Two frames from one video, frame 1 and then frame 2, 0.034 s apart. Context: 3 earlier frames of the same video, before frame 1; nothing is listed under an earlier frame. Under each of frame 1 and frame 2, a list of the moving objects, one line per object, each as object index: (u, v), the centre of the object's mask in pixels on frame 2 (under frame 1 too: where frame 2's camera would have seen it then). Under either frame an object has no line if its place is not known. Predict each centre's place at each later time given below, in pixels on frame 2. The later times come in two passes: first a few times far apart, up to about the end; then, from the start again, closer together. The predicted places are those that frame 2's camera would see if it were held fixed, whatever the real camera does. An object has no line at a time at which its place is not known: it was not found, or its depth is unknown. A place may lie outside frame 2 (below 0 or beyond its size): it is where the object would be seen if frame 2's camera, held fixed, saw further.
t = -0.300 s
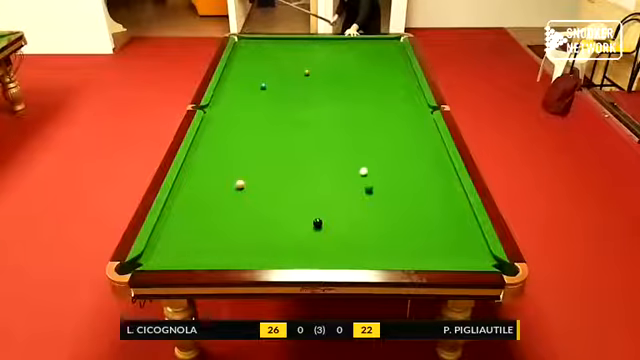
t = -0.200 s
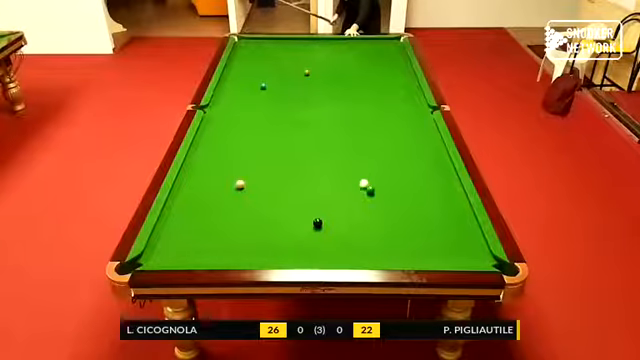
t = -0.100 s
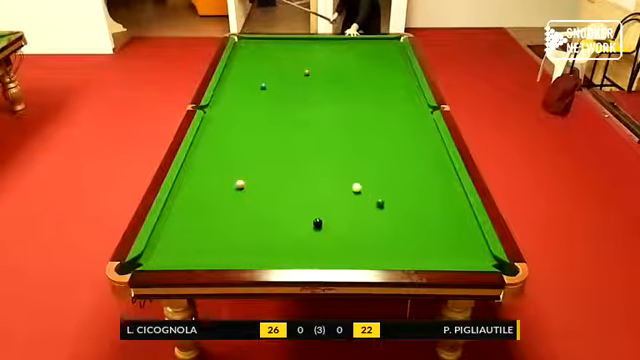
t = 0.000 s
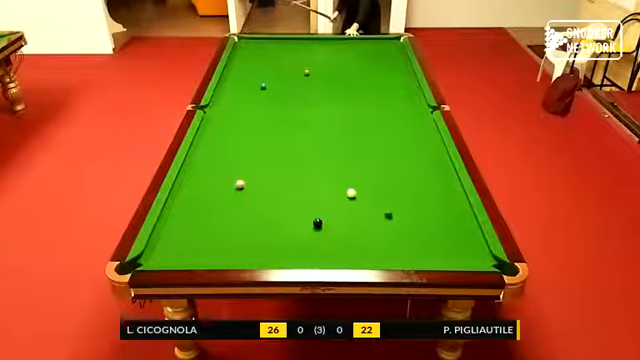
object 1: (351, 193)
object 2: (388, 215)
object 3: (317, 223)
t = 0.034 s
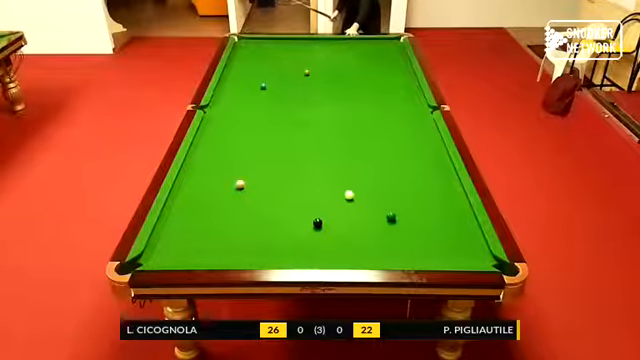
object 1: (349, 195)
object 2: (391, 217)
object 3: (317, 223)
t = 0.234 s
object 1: (337, 206)
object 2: (408, 239)
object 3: (317, 223)
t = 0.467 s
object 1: (325, 219)
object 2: (427, 256)
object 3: (315, 224)
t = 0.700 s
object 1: (324, 225)
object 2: (431, 237)
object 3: (302, 232)
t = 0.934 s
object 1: (323, 230)
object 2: (434, 220)
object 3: (289, 240)
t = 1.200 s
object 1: (323, 236)
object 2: (438, 203)
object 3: (276, 248)
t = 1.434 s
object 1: (323, 240)
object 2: (442, 189)
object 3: (264, 255)
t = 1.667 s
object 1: (323, 243)
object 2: (445, 179)
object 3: (254, 256)
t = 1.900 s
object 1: (323, 246)
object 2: (447, 168)
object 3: (248, 253)
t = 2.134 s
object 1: (323, 249)
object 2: (447, 161)
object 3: (242, 250)
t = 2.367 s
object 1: (323, 251)
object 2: (439, 152)
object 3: (238, 247)
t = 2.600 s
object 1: (322, 252)
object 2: (435, 147)
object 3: (234, 245)
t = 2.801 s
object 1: (322, 253)
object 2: (430, 140)
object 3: (230, 243)
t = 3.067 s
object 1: (322, 253)
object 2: (425, 135)
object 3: (227, 242)
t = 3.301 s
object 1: (322, 253)
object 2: (422, 129)
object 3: (225, 241)
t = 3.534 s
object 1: (321, 253)
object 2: (419, 125)
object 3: (224, 241)
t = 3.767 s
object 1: (321, 253)
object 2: (417, 121)
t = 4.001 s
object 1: (321, 253)
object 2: (414, 118)
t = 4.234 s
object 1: (321, 252)
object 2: (412, 115)
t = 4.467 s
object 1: (322, 252)
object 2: (411, 112)
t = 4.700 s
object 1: (321, 253)
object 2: (409, 110)
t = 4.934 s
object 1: (321, 253)
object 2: (408, 109)
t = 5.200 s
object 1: (321, 253)
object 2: (408, 107)
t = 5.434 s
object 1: (321, 253)
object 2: (407, 106)
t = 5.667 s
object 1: (321, 253)
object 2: (407, 106)
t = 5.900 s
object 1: (322, 253)
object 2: (407, 105)
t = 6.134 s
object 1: (321, 253)
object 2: (406, 105)
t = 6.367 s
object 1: (321, 253)
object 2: (406, 105)
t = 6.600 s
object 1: (321, 253)
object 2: (406, 105)
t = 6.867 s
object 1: (321, 253)
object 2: (406, 105)
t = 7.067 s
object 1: (321, 253)
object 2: (406, 105)
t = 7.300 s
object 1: (321, 253)
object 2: (406, 105)
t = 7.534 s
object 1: (321, 253)
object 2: (406, 105)
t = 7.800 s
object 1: (321, 253)
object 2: (406, 105)
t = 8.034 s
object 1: (321, 253)
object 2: (406, 105)
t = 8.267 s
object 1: (321, 253)
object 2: (406, 105)
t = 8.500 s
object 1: (321, 253)
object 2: (406, 105)
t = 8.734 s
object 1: (322, 253)
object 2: (406, 105)
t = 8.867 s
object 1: (322, 253)
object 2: (406, 105)
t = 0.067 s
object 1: (347, 197)
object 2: (394, 220)
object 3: (317, 223)
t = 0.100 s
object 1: (345, 199)
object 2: (396, 224)
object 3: (317, 223)
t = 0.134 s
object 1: (343, 201)
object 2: (399, 228)
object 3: (317, 223)
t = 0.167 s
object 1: (341, 202)
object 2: (402, 231)
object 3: (317, 223)
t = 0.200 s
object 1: (339, 204)
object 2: (405, 235)
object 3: (317, 223)
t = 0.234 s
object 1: (337, 206)
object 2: (408, 239)
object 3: (317, 223)
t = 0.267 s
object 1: (335, 208)
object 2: (411, 243)
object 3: (317, 223)
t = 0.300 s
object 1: (333, 210)
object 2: (415, 247)
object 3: (317, 223)
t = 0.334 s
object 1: (331, 212)
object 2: (417, 251)
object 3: (317, 223)
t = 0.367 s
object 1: (329, 215)
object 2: (420, 255)
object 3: (317, 223)
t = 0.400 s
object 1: (327, 217)
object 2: (423, 257)
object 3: (317, 223)
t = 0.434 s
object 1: (325, 218)
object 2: (426, 258)
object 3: (317, 223)
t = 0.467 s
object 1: (325, 219)
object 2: (427, 256)
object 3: (315, 224)
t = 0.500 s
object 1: (325, 220)
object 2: (427, 253)
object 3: (313, 225)
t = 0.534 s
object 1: (324, 221)
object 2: (428, 251)
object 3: (311, 226)
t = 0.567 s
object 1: (325, 222)
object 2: (428, 248)
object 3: (309, 228)
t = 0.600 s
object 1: (325, 223)
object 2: (429, 245)
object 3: (307, 229)
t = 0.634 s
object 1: (325, 224)
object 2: (430, 243)
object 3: (306, 230)
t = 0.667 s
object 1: (324, 224)
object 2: (430, 240)
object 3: (304, 231)
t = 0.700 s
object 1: (324, 225)
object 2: (431, 237)
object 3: (302, 232)
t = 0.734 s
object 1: (324, 226)
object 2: (431, 234)
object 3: (300, 233)
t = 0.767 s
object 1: (324, 227)
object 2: (432, 232)
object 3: (299, 234)
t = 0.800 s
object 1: (323, 227)
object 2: (432, 229)
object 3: (297, 235)
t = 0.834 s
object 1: (324, 228)
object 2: (433, 226)
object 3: (295, 236)
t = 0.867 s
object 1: (323, 229)
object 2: (433, 224)
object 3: (293, 237)
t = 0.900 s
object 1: (323, 230)
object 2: (434, 222)
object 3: (291, 238)
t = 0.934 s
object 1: (323, 230)
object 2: (434, 220)
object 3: (289, 240)
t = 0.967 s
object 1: (324, 231)
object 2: (434, 218)
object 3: (288, 241)
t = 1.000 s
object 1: (323, 232)
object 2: (435, 216)
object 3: (286, 242)
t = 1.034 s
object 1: (324, 232)
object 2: (436, 215)
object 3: (284, 243)
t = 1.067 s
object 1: (324, 233)
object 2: (437, 210)
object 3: (283, 244)
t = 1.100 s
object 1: (324, 234)
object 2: (437, 209)
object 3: (281, 245)
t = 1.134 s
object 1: (324, 234)
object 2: (437, 207)
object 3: (279, 246)
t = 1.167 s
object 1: (324, 235)
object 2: (437, 205)
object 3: (277, 247)
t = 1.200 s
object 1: (323, 236)
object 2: (438, 203)
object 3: (276, 248)
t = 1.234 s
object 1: (324, 236)
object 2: (439, 201)
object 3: (274, 249)
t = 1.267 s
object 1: (323, 237)
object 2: (439, 199)
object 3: (272, 250)
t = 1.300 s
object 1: (324, 237)
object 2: (439, 197)
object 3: (270, 251)
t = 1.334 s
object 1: (323, 238)
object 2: (440, 195)
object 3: (269, 252)
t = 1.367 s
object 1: (323, 239)
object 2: (440, 193)
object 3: (267, 253)
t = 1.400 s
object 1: (323, 239)
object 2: (441, 191)
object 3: (265, 254)
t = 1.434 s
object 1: (323, 240)
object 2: (442, 189)
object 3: (264, 255)
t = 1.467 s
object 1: (323, 240)
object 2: (442, 189)
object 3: (262, 256)
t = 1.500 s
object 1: (323, 241)
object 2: (442, 187)
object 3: (260, 256)
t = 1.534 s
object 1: (323, 241)
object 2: (443, 185)
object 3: (259, 256)
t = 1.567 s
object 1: (323, 242)
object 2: (443, 184)
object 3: (257, 257)
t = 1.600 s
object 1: (323, 242)
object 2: (444, 182)
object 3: (256, 257)
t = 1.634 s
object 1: (323, 243)
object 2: (444, 180)
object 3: (255, 257)
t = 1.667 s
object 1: (323, 243)
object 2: (445, 179)
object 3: (254, 256)
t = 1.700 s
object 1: (323, 244)
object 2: (445, 177)
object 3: (253, 256)
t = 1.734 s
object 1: (323, 244)
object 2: (445, 176)
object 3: (252, 256)
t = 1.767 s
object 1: (323, 245)
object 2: (445, 174)
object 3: (251, 256)
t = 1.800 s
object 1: (323, 245)
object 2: (446, 173)
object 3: (250, 255)
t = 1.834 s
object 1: (323, 246)
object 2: (446, 171)
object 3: (250, 254)
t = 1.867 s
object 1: (323, 246)
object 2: (447, 170)
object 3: (249, 254)
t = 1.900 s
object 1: (323, 246)
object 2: (447, 168)
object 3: (248, 253)
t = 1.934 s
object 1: (323, 247)
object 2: (447, 167)
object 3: (247, 253)
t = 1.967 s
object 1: (323, 247)
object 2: (448, 166)
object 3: (247, 252)
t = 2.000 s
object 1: (323, 248)
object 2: (448, 164)
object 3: (246, 252)
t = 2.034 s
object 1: (323, 248)
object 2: (449, 164)
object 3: (245, 252)
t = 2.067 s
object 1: (323, 248)
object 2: (448, 162)
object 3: (244, 251)
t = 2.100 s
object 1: (323, 248)
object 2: (448, 162)
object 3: (243, 250)
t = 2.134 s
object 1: (323, 249)
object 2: (447, 161)
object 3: (242, 250)
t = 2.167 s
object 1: (323, 249)
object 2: (445, 157)
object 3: (242, 250)
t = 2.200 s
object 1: (323, 250)
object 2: (445, 158)
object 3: (241, 249)
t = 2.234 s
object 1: (323, 250)
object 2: (444, 156)
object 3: (240, 249)
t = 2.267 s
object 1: (323, 250)
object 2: (444, 156)
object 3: (239, 248)
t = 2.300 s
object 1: (323, 250)
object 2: (444, 156)
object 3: (239, 248)
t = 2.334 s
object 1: (323, 250)
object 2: (441, 154)
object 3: (238, 247)
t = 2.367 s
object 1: (323, 251)
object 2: (439, 152)
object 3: (238, 247)
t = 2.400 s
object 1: (323, 251)
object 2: (439, 151)
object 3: (237, 247)
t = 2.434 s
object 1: (323, 251)
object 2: (439, 151)
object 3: (236, 246)
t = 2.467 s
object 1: (322, 251)
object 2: (438, 150)
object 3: (236, 246)
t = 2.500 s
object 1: (322, 252)
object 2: (438, 150)
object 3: (235, 246)
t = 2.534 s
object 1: (322, 252)
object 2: (437, 148)
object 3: (234, 245)
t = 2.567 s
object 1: (322, 252)
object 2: (436, 147)
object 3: (234, 245)
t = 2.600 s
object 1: (322, 252)
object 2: (435, 147)
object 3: (234, 245)
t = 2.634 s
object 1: (322, 252)
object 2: (435, 145)
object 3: (233, 245)
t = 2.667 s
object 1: (322, 253)
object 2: (433, 143)
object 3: (232, 244)
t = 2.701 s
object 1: (322, 253)
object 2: (432, 143)
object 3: (231, 244)
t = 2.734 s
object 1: (322, 253)
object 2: (432, 142)
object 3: (231, 243)
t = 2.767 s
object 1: (322, 253)
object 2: (431, 141)
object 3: (231, 243)
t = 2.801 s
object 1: (322, 253)
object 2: (430, 140)
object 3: (230, 243)
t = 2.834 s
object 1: (322, 253)
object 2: (430, 139)
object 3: (230, 243)
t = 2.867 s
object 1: (322, 253)
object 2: (430, 139)
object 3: (229, 242)
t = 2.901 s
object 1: (322, 253)
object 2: (429, 138)
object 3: (229, 242)
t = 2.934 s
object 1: (322, 253)
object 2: (428, 137)
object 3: (228, 242)
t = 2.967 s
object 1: (322, 253)
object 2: (427, 137)
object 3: (228, 242)
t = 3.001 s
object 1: (321, 253)
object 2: (427, 136)
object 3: (228, 242)
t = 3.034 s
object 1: (321, 253)
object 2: (427, 135)
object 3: (227, 242)
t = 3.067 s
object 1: (322, 253)
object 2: (425, 135)
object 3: (227, 242)
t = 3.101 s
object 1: (322, 253)
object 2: (425, 134)
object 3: (227, 241)
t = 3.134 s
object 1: (322, 253)
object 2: (425, 133)
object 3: (226, 241)
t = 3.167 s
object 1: (322, 253)
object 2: (424, 132)
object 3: (226, 241)
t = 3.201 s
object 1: (322, 253)
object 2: (424, 132)
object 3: (226, 241)
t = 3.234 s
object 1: (322, 253)
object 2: (423, 131)
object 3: (226, 241)
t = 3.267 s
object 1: (322, 253)
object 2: (423, 130)
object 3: (226, 241)
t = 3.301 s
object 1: (322, 253)
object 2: (422, 129)
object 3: (225, 241)
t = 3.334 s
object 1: (322, 253)
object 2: (422, 129)
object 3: (225, 241)
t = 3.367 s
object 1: (321, 253)
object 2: (421, 128)
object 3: (225, 241)
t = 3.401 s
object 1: (321, 253)
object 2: (421, 127)
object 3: (224, 241)
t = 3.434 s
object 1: (321, 253)
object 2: (420, 127)
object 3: (224, 241)
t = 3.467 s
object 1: (321, 253)
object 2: (420, 126)
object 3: (224, 241)
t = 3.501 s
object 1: (321, 253)
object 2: (419, 126)
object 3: (224, 241)
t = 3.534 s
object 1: (321, 253)
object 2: (419, 125)
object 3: (224, 241)
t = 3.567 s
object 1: (321, 253)
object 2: (419, 124)
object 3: (224, 241)
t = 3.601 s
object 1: (321, 253)
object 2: (418, 124)
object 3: (224, 241)
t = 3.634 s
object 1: (321, 253)
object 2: (418, 123)
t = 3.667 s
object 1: (322, 253)
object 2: (417, 123)
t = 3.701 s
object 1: (321, 253)
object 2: (417, 122)
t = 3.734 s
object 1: (321, 253)
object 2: (416, 121)
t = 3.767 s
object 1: (321, 253)
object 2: (417, 121)
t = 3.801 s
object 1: (320, 253)
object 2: (416, 121)
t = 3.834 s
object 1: (322, 253)
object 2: (416, 120)
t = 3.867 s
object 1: (322, 253)
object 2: (416, 120)
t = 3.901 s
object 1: (321, 253)
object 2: (415, 119)
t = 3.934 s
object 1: (321, 253)
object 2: (414, 119)
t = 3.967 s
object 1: (321, 253)
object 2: (414, 118)
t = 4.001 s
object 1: (321, 253)
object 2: (414, 118)
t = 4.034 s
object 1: (319, 253)
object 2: (414, 117)
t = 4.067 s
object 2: (414, 117)
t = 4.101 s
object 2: (413, 116)
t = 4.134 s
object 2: (413, 116)
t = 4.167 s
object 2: (413, 116)
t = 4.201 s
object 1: (324, 250)
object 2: (412, 115)
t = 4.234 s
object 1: (321, 252)
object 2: (412, 115)
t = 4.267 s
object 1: (322, 252)
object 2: (412, 115)
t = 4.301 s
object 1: (321, 252)
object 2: (412, 114)
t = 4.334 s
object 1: (322, 252)
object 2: (412, 114)
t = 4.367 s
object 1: (321, 252)
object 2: (411, 113)
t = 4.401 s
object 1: (322, 252)
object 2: (411, 113)
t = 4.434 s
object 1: (322, 252)
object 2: (411, 112)
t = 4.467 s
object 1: (322, 252)
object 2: (411, 112)
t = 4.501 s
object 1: (322, 252)
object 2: (411, 112)
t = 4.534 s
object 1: (321, 253)
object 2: (410, 111)
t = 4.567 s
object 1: (321, 253)
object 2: (410, 111)
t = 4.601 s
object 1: (321, 253)
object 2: (410, 110)
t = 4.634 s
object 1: (321, 253)
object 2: (410, 110)
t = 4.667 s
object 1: (321, 253)
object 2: (410, 111)
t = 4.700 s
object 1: (321, 253)
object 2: (409, 110)
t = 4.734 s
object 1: (321, 253)
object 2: (409, 110)
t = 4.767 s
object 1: (321, 253)
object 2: (409, 110)
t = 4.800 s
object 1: (321, 253)
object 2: (409, 110)
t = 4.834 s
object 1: (321, 253)
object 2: (409, 109)
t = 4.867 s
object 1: (321, 253)
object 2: (409, 109)
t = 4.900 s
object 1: (321, 253)
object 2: (408, 109)
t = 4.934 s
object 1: (321, 253)
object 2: (408, 109)
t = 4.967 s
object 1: (321, 253)
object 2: (408, 109)
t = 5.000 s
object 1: (321, 253)
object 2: (408, 109)
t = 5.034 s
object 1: (321, 253)
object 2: (408, 109)
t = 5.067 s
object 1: (321, 253)
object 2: (408, 109)
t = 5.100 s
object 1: (321, 253)
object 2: (408, 109)
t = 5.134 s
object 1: (321, 253)
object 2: (408, 107)
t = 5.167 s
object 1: (321, 253)
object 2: (408, 107)
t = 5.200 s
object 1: (321, 253)
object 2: (408, 107)
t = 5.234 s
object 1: (321, 253)
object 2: (408, 107)
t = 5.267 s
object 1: (321, 253)
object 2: (408, 108)
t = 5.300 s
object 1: (321, 253)
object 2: (407, 106)
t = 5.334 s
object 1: (321, 253)
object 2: (407, 106)
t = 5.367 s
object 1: (321, 253)
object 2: (407, 106)
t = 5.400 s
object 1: (321, 253)
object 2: (407, 106)
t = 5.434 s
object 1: (321, 253)
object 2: (407, 106)
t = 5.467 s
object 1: (321, 253)
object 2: (407, 106)
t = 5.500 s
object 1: (321, 253)
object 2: (407, 106)
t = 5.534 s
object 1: (321, 253)
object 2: (407, 106)
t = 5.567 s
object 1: (321, 253)
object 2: (407, 106)
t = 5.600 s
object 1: (321, 253)
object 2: (407, 106)
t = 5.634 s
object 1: (321, 253)
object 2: (407, 106)
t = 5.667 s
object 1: (321, 253)
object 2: (407, 106)
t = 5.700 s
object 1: (321, 253)
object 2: (407, 106)
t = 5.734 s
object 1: (321, 253)
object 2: (407, 106)
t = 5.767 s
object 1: (321, 253)
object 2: (407, 106)
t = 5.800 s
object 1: (321, 253)
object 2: (407, 105)
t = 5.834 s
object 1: (321, 253)
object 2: (407, 105)
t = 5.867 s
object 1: (321, 253)
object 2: (407, 105)
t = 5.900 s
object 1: (322, 253)
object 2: (407, 105)
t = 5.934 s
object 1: (322, 253)
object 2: (407, 105)
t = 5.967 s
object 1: (321, 253)
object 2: (407, 105)
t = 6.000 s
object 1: (321, 253)
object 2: (407, 105)
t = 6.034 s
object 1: (321, 253)
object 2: (406, 105)
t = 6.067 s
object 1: (321, 253)
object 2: (406, 105)
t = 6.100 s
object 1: (321, 253)
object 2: (406, 105)
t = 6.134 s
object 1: (321, 253)
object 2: (406, 105)
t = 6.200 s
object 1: (321, 253)
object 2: (406, 105)
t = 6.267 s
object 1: (321, 253)
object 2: (406, 105)
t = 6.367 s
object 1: (321, 253)
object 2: (406, 105)
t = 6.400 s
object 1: (321, 253)
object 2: (406, 105)
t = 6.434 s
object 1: (321, 253)
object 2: (406, 105)
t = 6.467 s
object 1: (321, 253)
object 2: (406, 105)
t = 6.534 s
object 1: (321, 253)
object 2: (406, 105)
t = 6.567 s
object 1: (321, 253)
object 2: (406, 105)
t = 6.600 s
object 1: (321, 253)
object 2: (406, 105)
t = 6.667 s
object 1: (321, 253)
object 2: (406, 105)
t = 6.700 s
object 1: (321, 253)
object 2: (406, 105)
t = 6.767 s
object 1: (321, 253)
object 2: (406, 105)
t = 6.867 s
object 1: (321, 253)
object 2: (406, 105)
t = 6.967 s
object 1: (321, 253)
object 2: (406, 105)
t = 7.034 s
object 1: (321, 253)
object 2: (406, 105)
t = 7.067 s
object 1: (321, 253)
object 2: (406, 105)
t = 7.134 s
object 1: (321, 253)
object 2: (406, 105)
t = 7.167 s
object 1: (321, 253)
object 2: (406, 105)
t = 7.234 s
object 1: (321, 253)
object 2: (406, 105)
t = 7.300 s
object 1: (321, 253)
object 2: (406, 105)
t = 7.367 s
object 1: (321, 253)
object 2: (406, 105)
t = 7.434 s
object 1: (321, 253)
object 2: (406, 105)
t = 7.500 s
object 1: (321, 253)
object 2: (406, 105)
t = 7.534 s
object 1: (321, 253)
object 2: (406, 105)
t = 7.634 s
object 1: (321, 253)
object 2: (406, 105)
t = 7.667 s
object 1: (321, 253)
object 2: (406, 105)
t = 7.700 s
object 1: (321, 253)
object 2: (406, 105)
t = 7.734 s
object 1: (321, 253)
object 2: (406, 105)
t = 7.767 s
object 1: (321, 253)
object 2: (406, 105)
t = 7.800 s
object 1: (321, 253)
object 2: (406, 105)
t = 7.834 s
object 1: (321, 253)
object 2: (406, 105)
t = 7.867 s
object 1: (321, 253)
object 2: (406, 105)
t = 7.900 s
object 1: (321, 253)
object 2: (406, 105)
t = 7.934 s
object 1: (321, 253)
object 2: (406, 105)
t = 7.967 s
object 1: (321, 253)
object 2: (406, 105)
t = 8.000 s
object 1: (321, 253)
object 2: (406, 105)
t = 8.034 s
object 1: (321, 253)
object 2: (406, 105)
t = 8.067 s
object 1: (321, 253)
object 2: (406, 105)
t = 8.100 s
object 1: (321, 253)
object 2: (406, 105)
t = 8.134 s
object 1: (321, 253)
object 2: (406, 105)
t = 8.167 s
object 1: (321, 253)
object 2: (406, 105)
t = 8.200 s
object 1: (321, 253)
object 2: (406, 105)
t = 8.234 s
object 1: (321, 253)
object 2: (406, 105)
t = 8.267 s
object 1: (321, 253)
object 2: (406, 105)
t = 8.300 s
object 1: (321, 253)
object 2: (406, 105)
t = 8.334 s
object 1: (321, 253)
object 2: (406, 105)
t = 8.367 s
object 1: (321, 253)
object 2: (406, 105)
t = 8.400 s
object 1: (321, 253)
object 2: (406, 105)
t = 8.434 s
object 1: (321, 253)
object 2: (406, 105)
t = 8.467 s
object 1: (321, 253)
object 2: (406, 105)
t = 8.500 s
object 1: (321, 253)
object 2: (406, 105)
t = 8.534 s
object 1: (321, 253)
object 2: (406, 105)
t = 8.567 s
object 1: (321, 253)
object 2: (406, 105)
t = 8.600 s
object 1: (321, 253)
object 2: (406, 105)
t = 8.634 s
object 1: (321, 253)
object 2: (406, 105)
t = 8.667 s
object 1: (321, 253)
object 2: (406, 105)
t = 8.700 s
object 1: (322, 253)
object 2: (406, 105)
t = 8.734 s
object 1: (322, 253)
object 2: (406, 105)
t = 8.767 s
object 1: (322, 253)
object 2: (406, 105)
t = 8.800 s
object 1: (322, 253)
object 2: (406, 105)
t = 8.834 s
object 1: (322, 253)
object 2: (406, 105)
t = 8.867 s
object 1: (322, 253)
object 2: (406, 105)
